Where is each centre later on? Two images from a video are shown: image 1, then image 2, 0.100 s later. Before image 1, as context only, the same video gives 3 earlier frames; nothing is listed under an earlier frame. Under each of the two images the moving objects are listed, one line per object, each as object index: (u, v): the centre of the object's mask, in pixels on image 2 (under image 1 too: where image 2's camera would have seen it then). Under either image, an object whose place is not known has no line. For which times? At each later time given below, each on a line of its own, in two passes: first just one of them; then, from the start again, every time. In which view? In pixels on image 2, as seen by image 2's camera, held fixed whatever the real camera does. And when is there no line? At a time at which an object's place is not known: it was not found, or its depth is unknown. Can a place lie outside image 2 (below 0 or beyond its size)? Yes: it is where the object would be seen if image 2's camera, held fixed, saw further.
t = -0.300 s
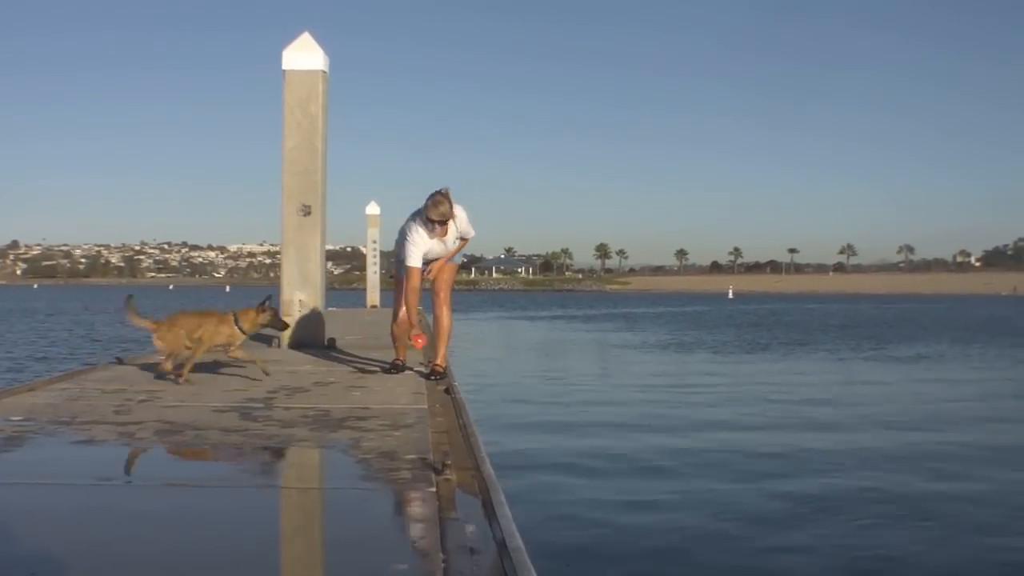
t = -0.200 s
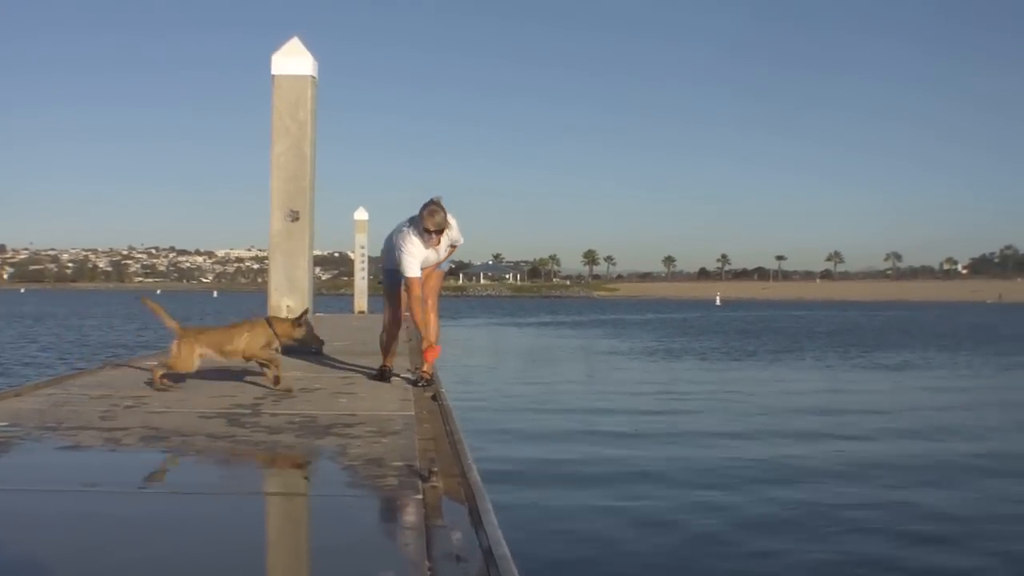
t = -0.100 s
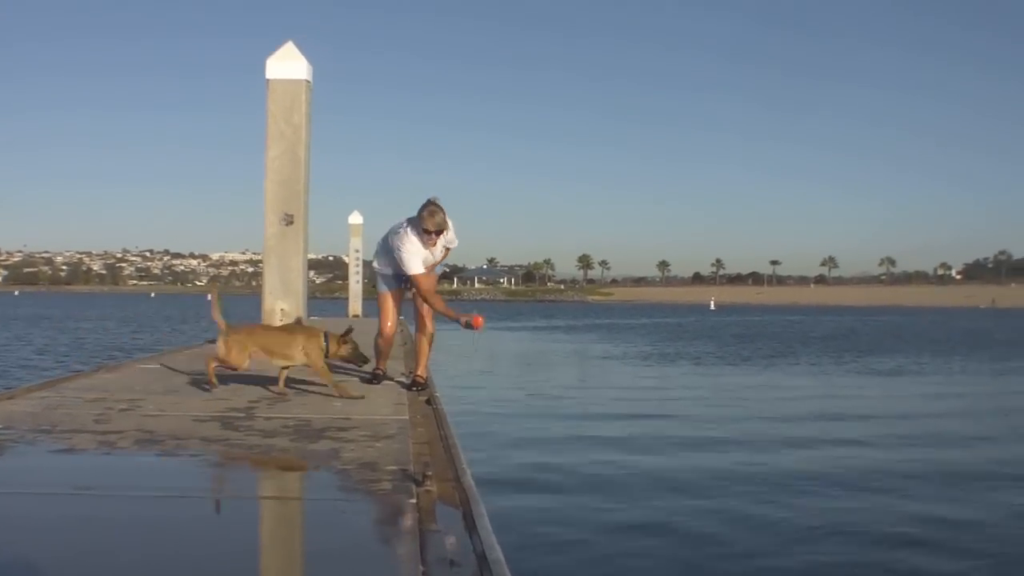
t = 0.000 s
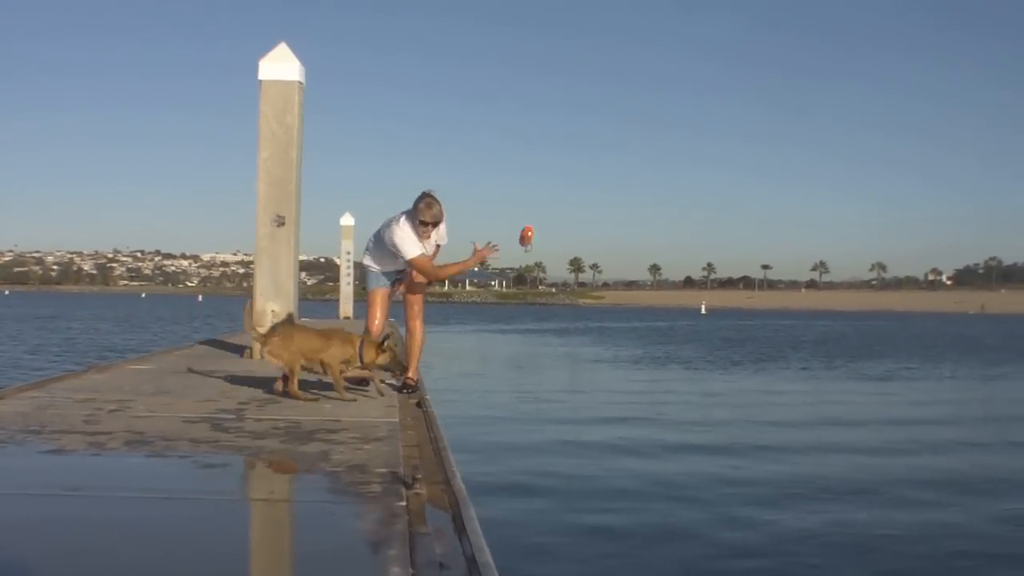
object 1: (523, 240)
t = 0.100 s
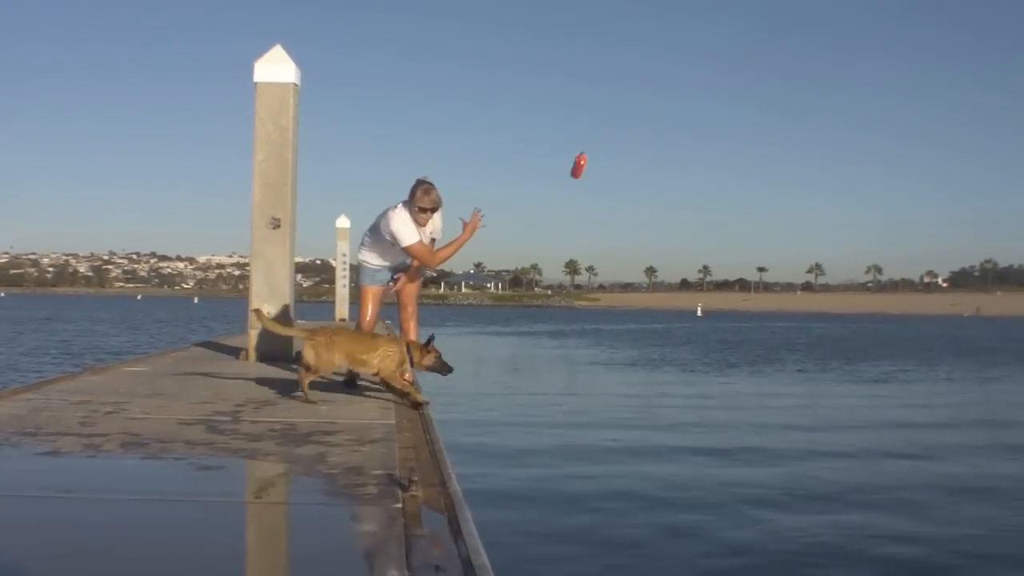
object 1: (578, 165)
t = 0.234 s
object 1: (654, 89)
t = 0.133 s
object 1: (597, 142)
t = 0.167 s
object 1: (616, 122)
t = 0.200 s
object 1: (635, 108)
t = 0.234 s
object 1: (654, 89)
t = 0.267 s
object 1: (671, 86)
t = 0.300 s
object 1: (689, 74)
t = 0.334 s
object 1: (708, 57)
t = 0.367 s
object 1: (726, 50)
